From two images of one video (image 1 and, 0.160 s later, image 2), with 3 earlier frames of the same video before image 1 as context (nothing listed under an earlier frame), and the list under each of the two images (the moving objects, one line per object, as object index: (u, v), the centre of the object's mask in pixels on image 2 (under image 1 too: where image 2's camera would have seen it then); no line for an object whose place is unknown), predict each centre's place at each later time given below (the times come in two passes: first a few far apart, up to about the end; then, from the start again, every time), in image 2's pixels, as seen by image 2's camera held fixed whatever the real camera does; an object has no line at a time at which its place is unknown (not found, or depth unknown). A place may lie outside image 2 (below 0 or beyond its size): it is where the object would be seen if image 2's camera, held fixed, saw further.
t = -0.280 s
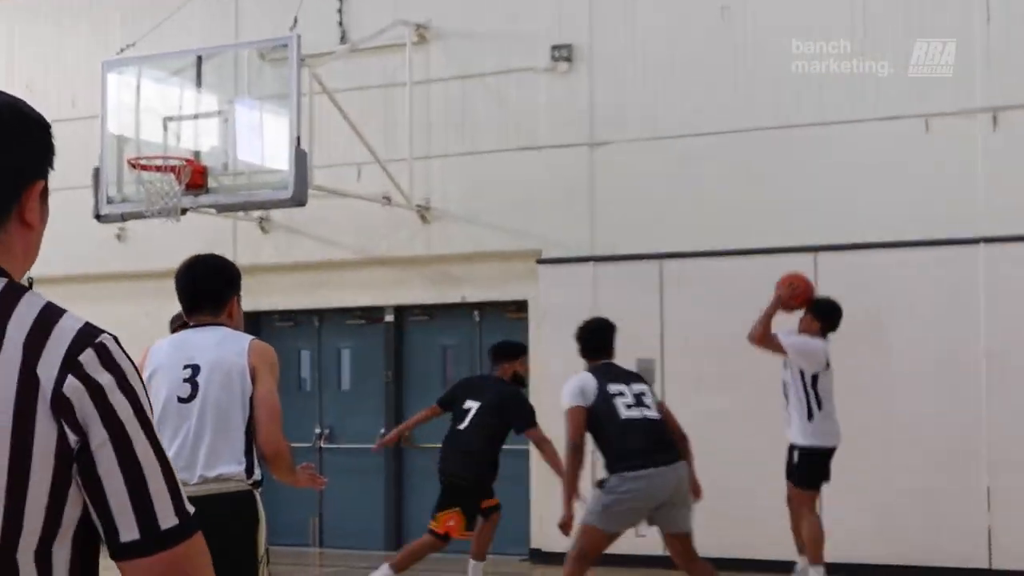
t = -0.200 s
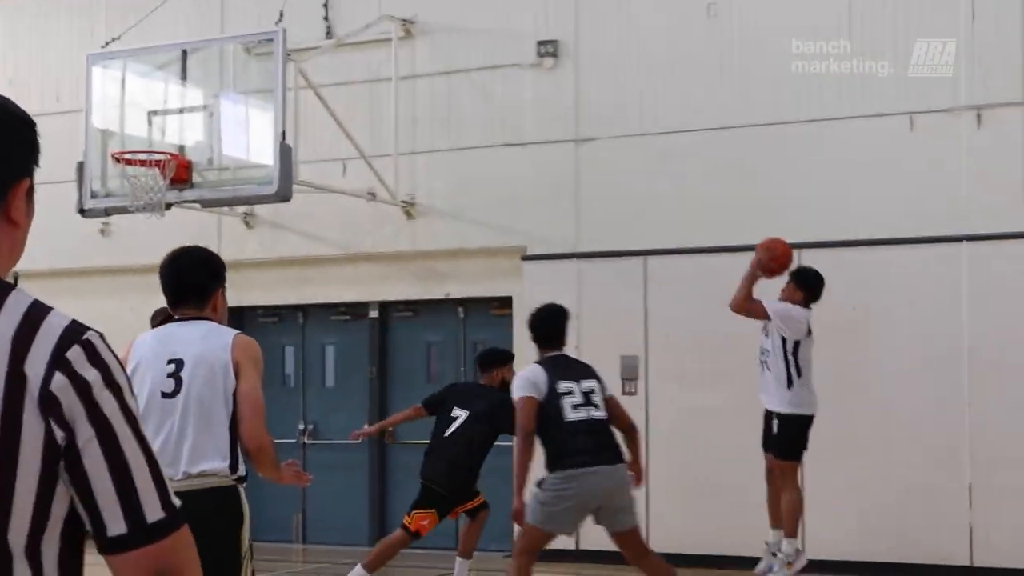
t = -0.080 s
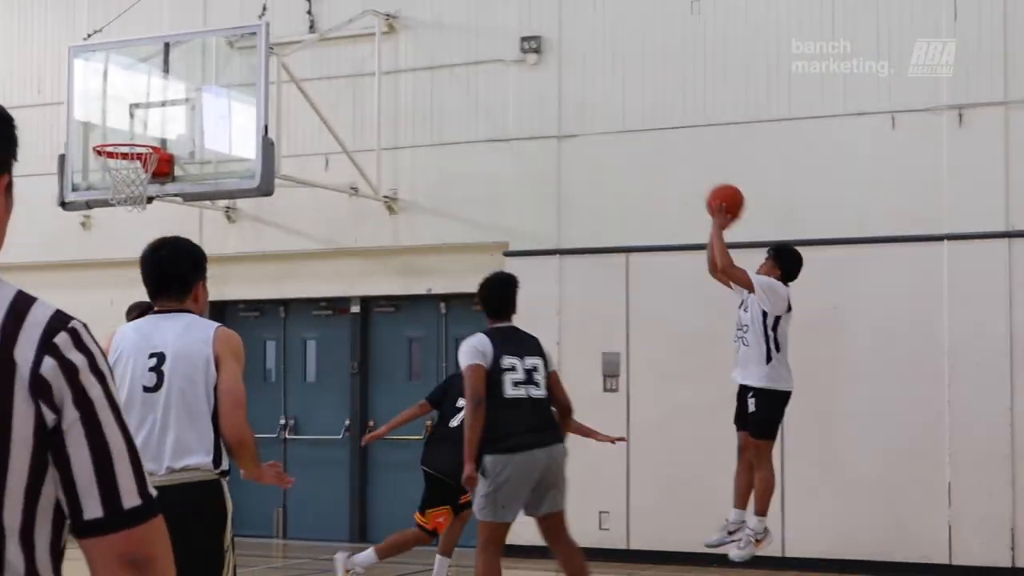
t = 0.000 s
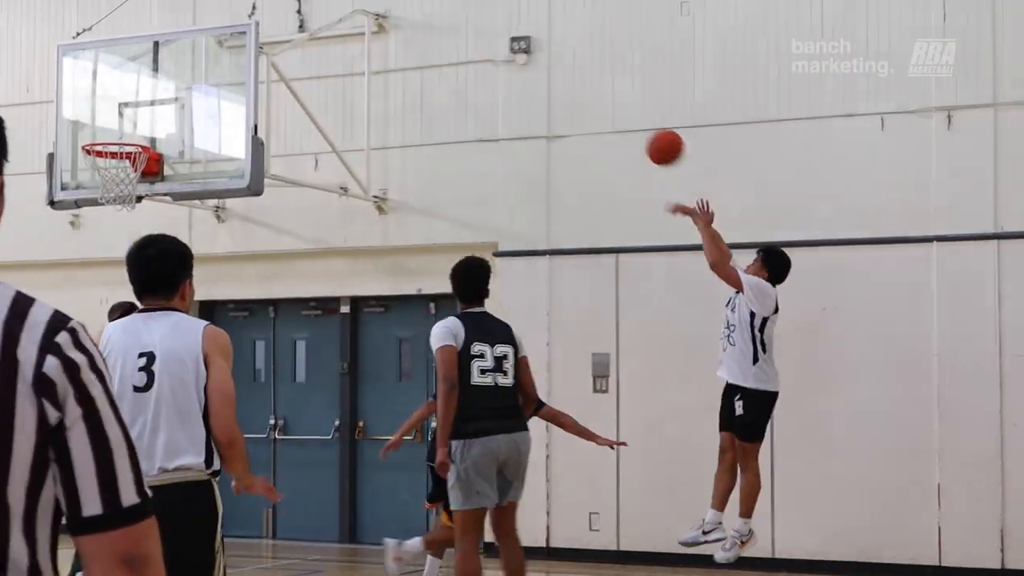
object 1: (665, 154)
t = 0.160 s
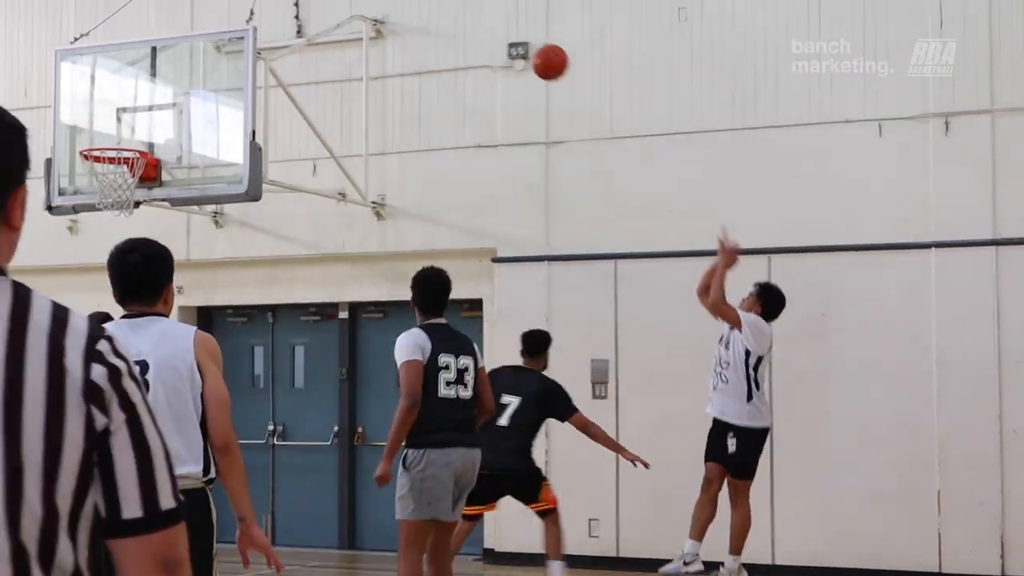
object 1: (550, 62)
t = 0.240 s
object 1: (495, 32)
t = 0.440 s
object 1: (366, 5)
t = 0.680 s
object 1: (220, 35)
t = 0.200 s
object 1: (522, 46)
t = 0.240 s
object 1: (495, 32)
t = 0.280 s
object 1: (468, 21)
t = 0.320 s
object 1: (442, 13)
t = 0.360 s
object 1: (417, 8)
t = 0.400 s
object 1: (391, 6)
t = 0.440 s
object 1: (366, 5)
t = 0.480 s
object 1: (340, 4)
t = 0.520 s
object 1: (316, 5)
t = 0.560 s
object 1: (292, 7)
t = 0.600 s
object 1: (267, 14)
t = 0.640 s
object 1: (243, 24)
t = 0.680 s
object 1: (220, 35)
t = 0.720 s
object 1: (197, 48)
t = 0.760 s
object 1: (174, 63)
